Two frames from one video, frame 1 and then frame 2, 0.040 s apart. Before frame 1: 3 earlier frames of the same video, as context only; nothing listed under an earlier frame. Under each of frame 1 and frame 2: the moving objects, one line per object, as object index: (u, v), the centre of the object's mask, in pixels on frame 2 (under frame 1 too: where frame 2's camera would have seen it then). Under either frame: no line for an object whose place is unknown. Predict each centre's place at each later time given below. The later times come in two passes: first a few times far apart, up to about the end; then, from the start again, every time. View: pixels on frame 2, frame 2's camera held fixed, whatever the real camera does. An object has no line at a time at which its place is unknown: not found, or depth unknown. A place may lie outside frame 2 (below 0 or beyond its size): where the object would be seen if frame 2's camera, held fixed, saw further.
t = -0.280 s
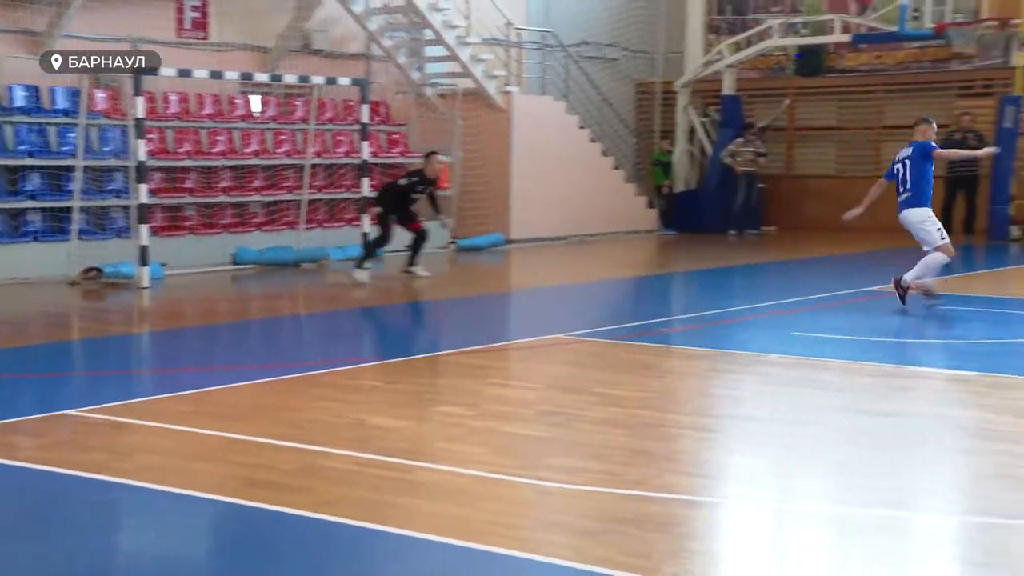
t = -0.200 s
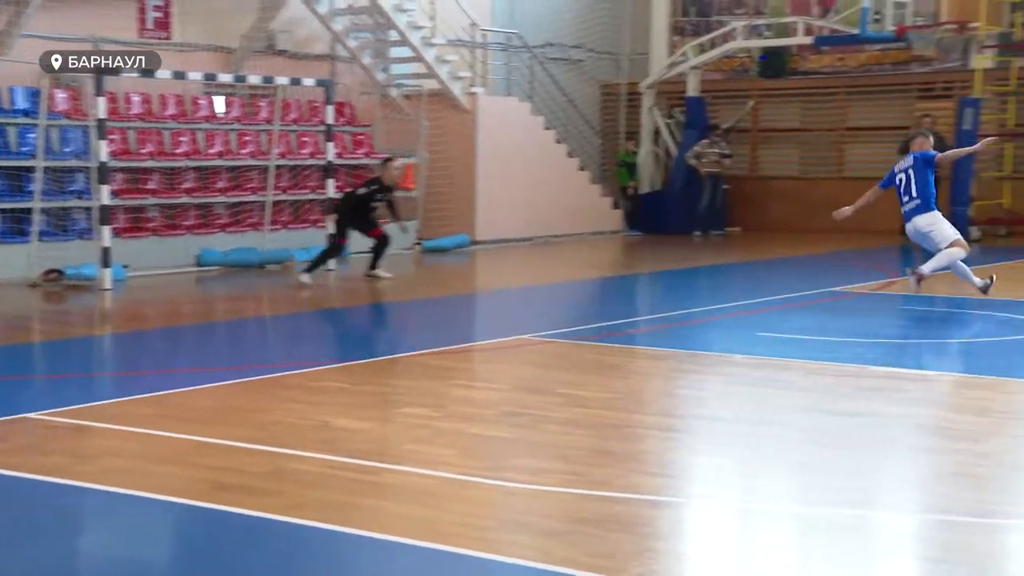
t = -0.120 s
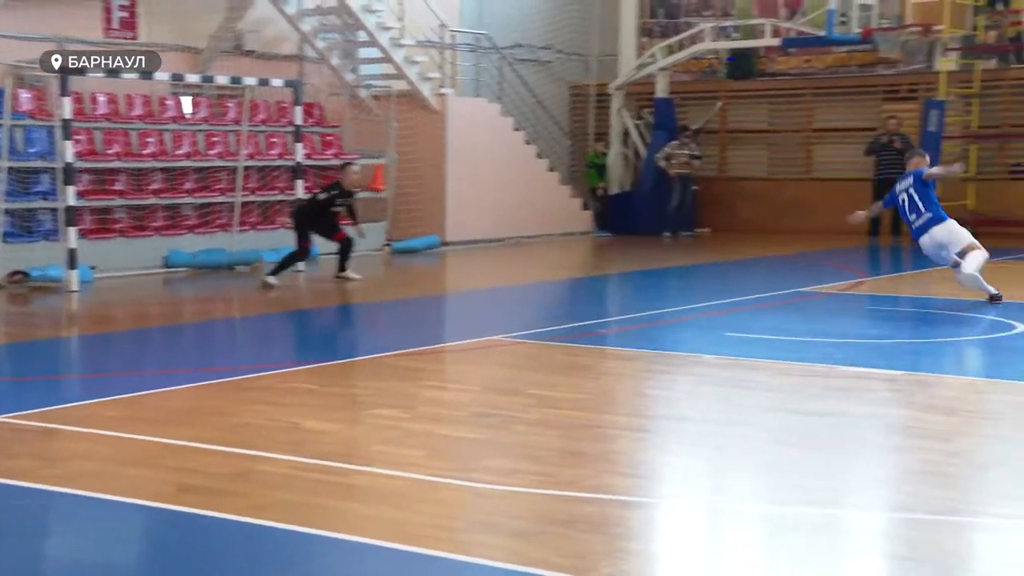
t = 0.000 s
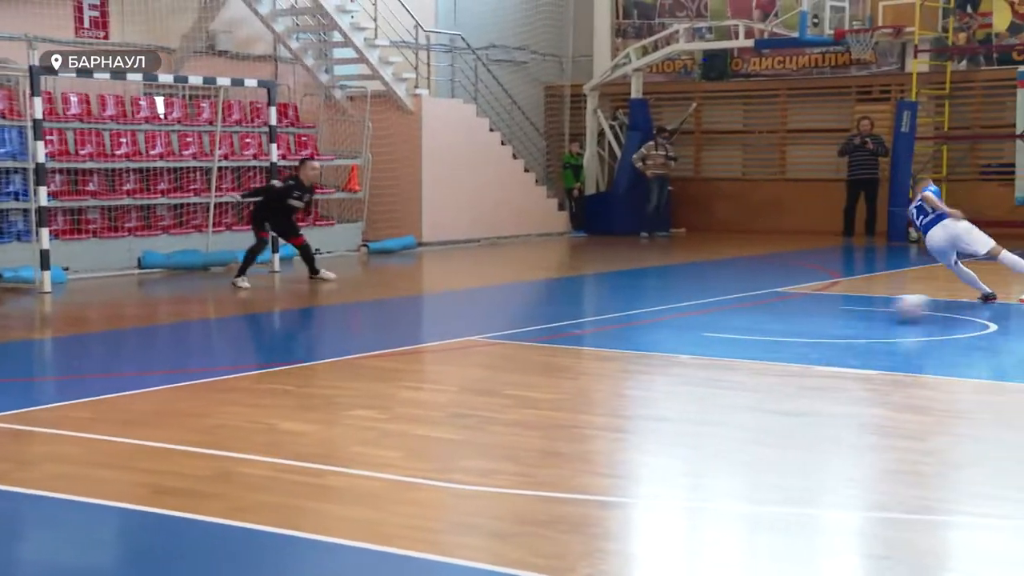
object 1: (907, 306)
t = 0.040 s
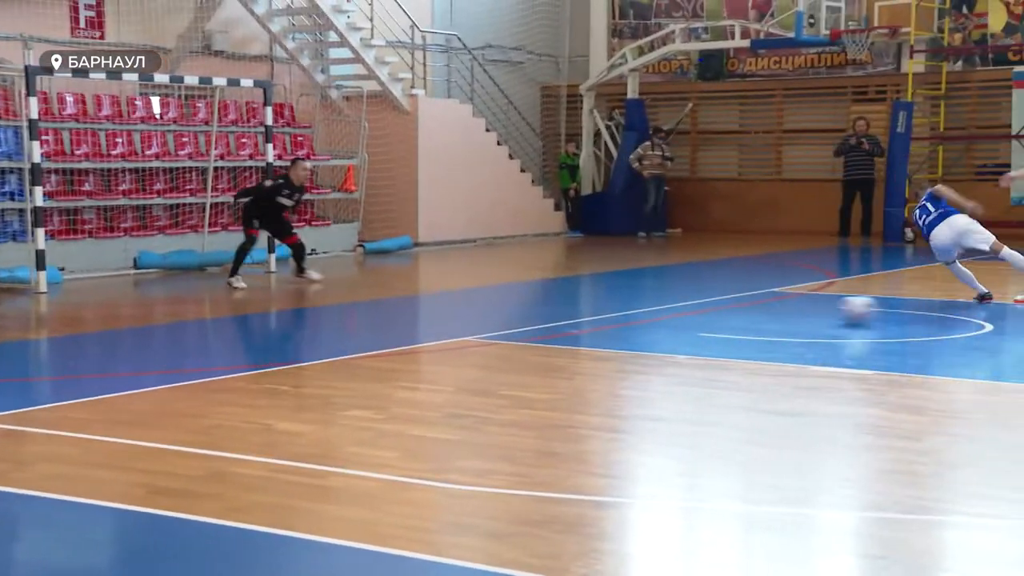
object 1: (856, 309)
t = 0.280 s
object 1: (569, 322)
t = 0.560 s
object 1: (236, 335)
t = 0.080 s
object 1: (808, 311)
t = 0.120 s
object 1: (760, 314)
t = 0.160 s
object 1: (713, 318)
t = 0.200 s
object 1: (664, 320)
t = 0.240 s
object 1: (615, 320)
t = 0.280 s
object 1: (569, 322)
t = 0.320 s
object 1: (522, 324)
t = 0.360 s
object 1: (475, 324)
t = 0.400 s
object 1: (427, 328)
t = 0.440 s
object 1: (379, 329)
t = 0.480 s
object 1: (330, 332)
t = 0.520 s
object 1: (284, 334)
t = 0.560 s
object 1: (236, 335)
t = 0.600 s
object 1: (187, 339)
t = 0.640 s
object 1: (138, 343)
